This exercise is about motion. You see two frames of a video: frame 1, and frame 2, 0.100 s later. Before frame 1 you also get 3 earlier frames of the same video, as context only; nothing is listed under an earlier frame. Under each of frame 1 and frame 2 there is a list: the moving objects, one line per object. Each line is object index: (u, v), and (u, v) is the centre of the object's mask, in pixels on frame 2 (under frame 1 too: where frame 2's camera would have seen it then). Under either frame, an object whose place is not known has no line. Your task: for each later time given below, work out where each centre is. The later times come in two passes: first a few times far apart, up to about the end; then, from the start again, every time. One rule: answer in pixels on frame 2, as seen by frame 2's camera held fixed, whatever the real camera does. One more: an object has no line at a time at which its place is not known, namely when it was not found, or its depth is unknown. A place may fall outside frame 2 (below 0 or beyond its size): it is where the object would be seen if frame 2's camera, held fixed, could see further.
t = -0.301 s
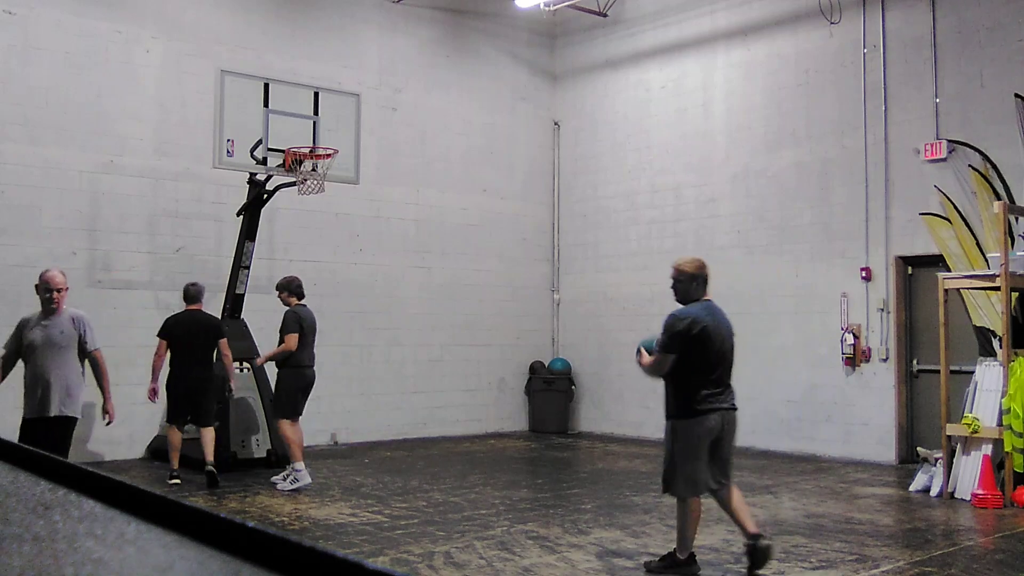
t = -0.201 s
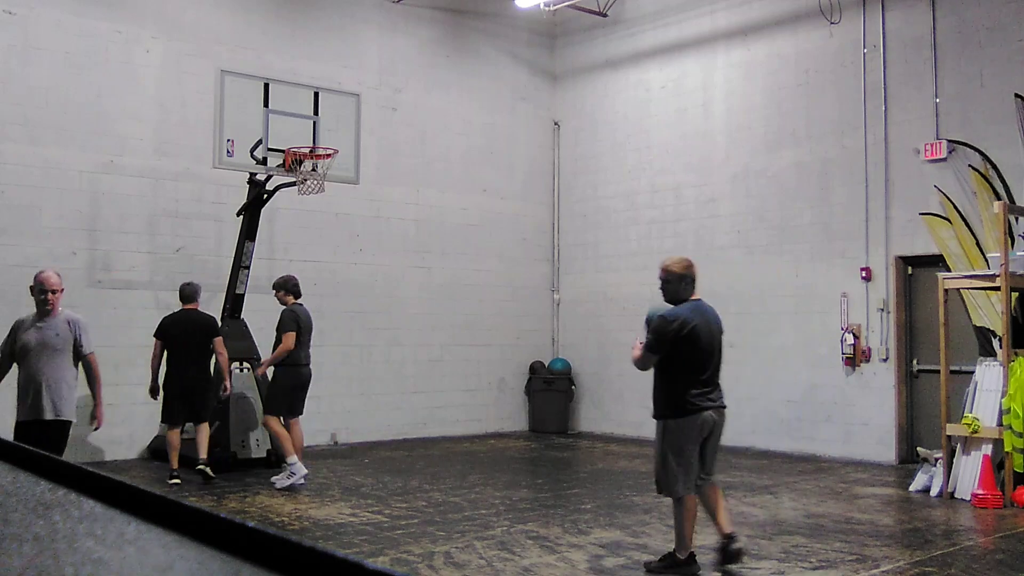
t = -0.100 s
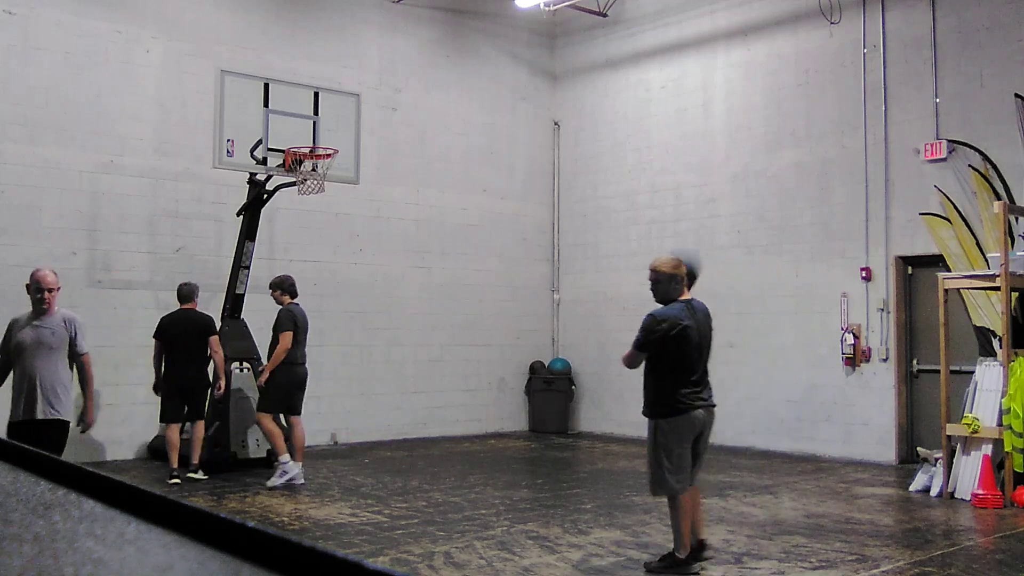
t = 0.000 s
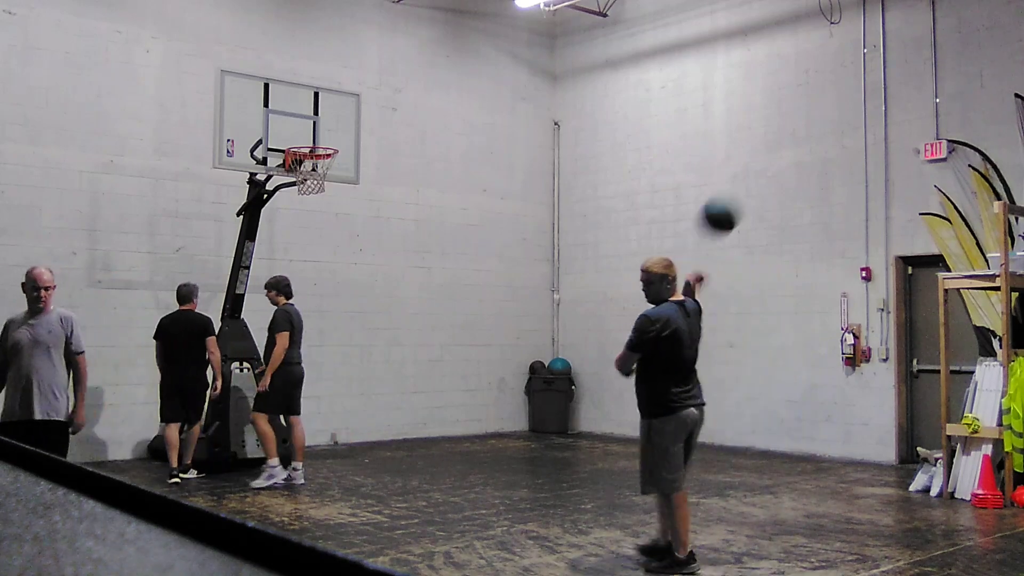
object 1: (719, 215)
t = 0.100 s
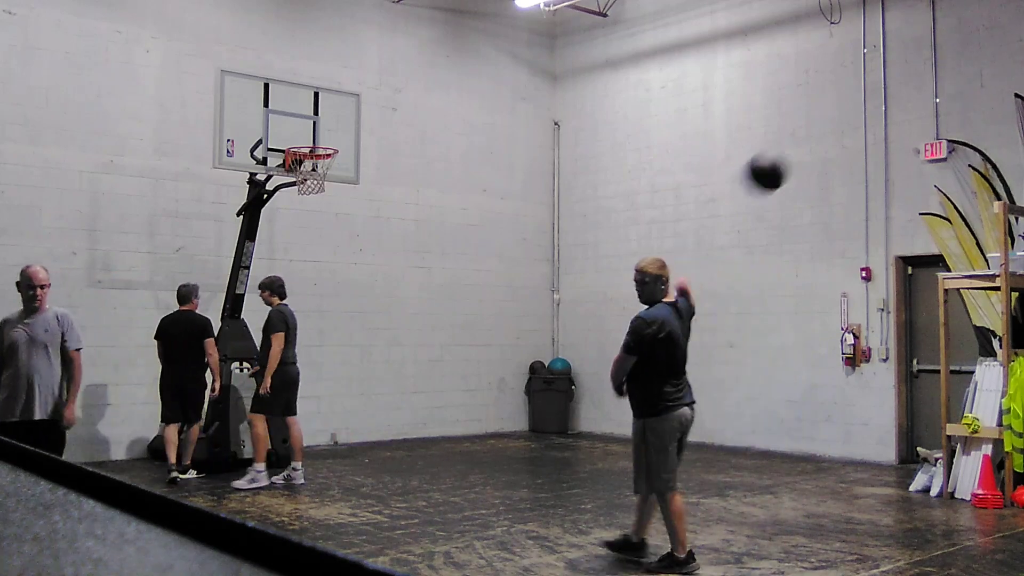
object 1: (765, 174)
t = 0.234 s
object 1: (839, 135)
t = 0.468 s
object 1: (1000, 133)
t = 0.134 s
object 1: (783, 161)
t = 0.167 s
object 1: (801, 151)
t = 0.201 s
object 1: (819, 142)
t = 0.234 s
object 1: (839, 135)
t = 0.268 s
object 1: (859, 126)
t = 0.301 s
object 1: (881, 122)
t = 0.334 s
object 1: (902, 120)
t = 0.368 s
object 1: (926, 119)
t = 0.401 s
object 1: (950, 120)
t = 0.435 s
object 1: (976, 125)
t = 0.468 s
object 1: (1000, 133)
